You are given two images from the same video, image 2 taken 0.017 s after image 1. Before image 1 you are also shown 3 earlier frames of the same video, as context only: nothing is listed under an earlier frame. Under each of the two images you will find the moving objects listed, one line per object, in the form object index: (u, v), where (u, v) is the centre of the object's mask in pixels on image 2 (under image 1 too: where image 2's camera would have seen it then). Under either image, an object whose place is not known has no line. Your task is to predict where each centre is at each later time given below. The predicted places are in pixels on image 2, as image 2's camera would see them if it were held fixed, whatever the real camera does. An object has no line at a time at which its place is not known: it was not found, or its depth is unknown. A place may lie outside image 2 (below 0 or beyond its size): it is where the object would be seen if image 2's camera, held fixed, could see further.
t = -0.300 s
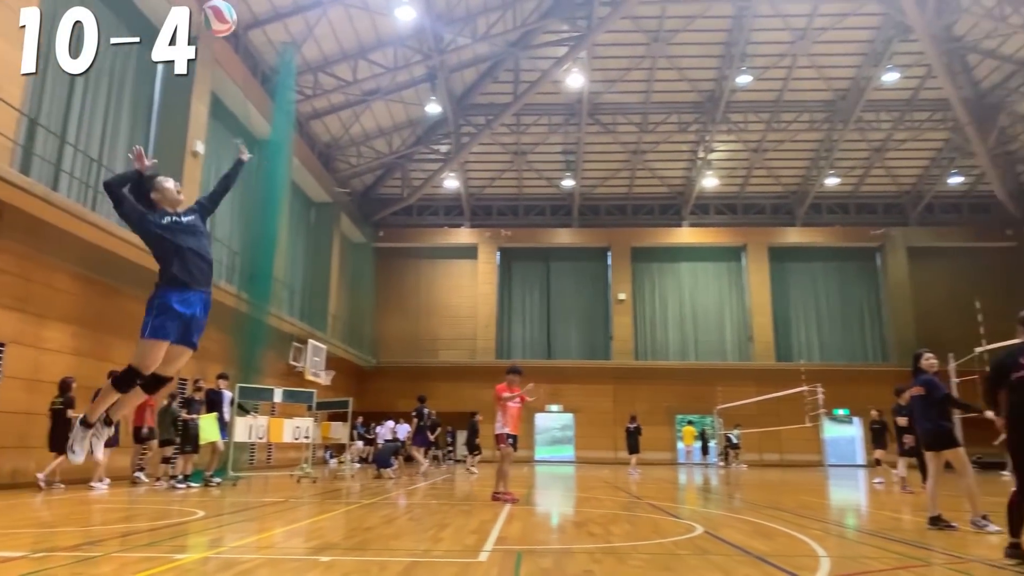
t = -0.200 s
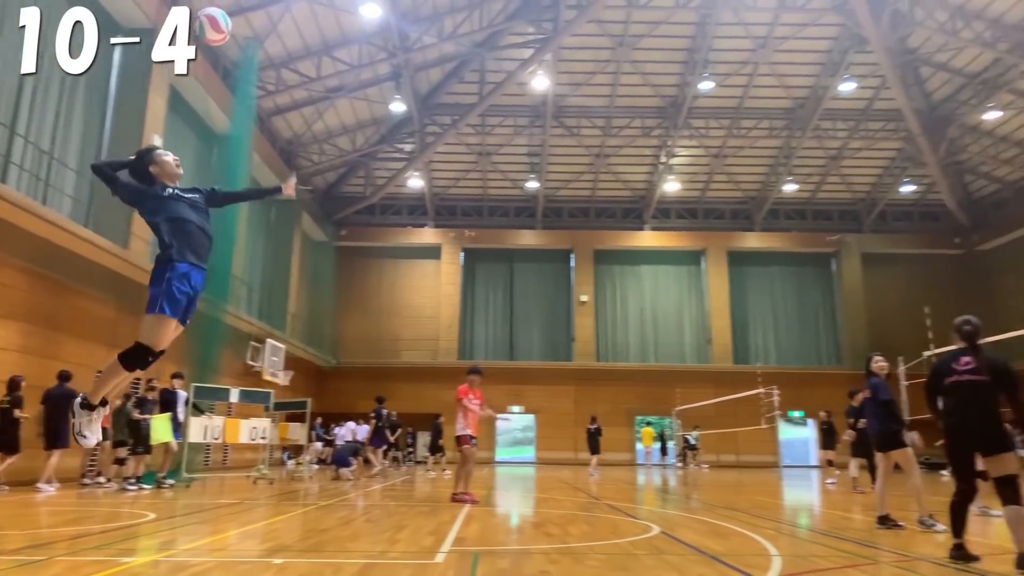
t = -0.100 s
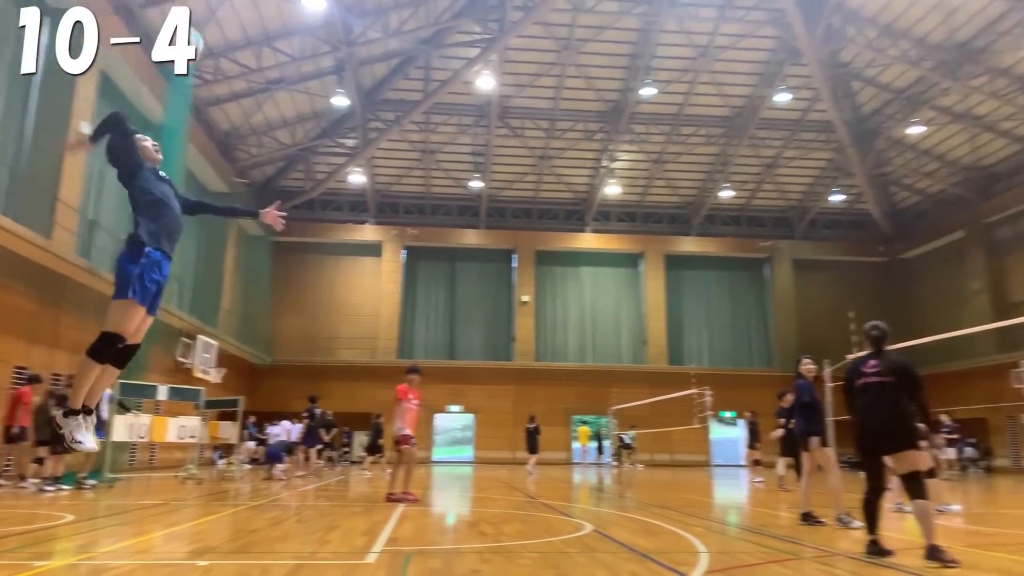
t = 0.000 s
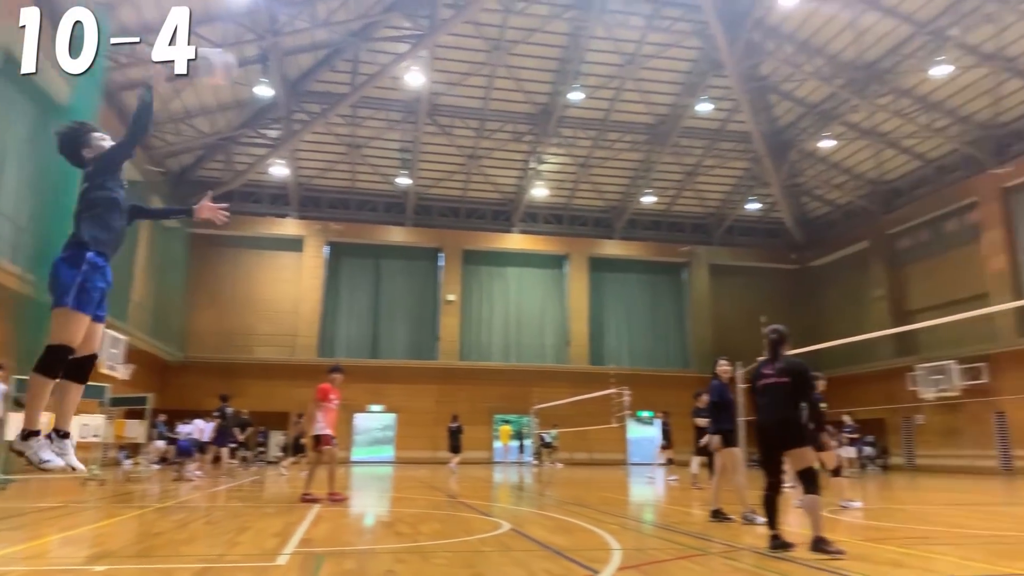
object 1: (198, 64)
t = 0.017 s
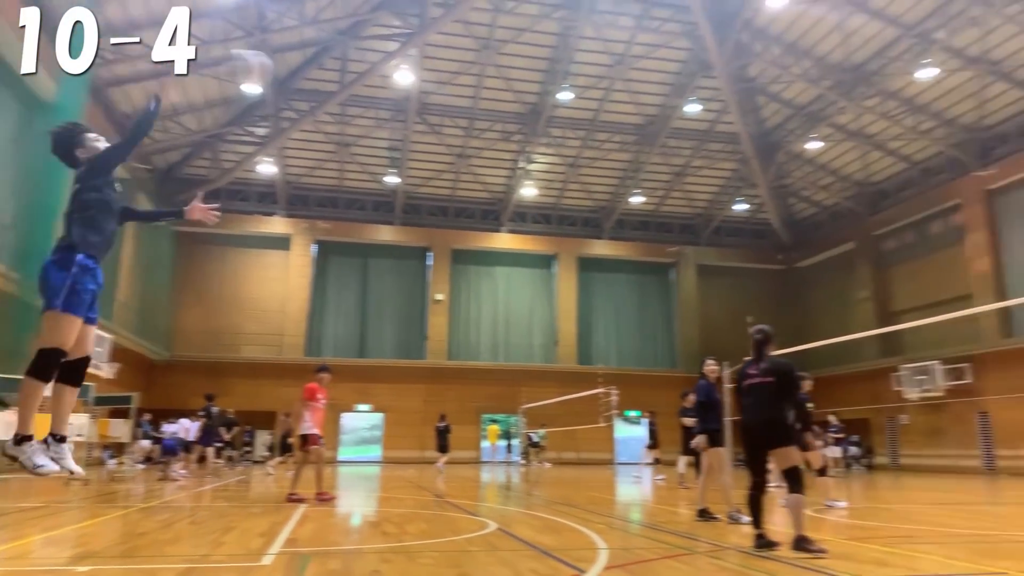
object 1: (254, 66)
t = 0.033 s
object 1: (296, 72)
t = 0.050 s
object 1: (339, 76)
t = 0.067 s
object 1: (377, 81)
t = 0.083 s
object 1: (416, 87)
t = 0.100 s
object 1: (451, 90)
